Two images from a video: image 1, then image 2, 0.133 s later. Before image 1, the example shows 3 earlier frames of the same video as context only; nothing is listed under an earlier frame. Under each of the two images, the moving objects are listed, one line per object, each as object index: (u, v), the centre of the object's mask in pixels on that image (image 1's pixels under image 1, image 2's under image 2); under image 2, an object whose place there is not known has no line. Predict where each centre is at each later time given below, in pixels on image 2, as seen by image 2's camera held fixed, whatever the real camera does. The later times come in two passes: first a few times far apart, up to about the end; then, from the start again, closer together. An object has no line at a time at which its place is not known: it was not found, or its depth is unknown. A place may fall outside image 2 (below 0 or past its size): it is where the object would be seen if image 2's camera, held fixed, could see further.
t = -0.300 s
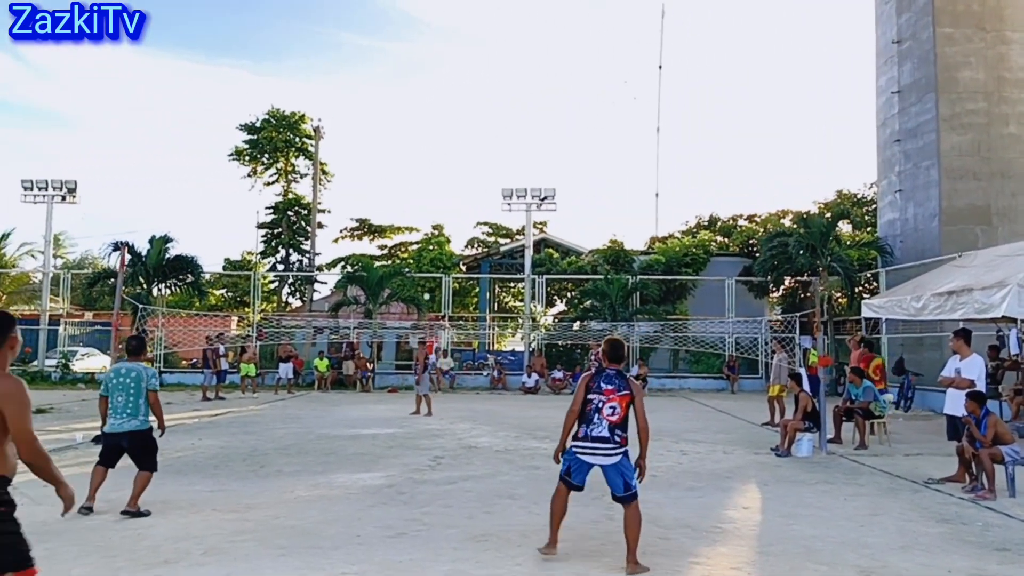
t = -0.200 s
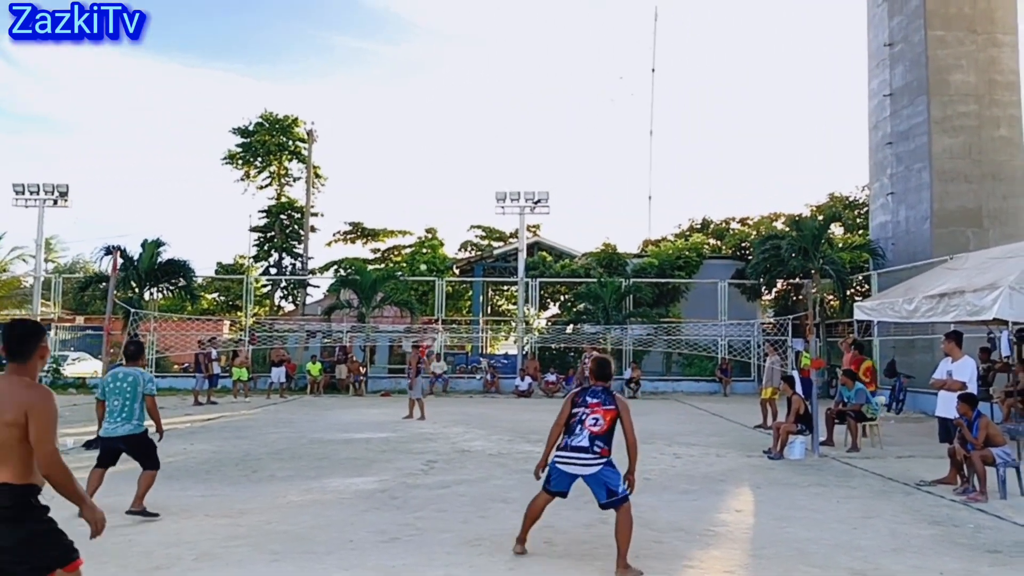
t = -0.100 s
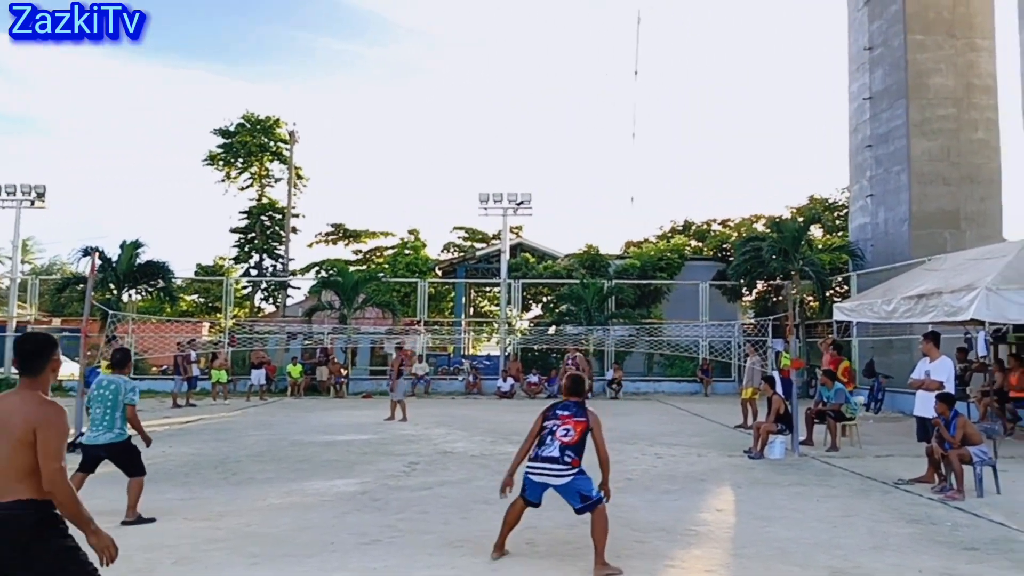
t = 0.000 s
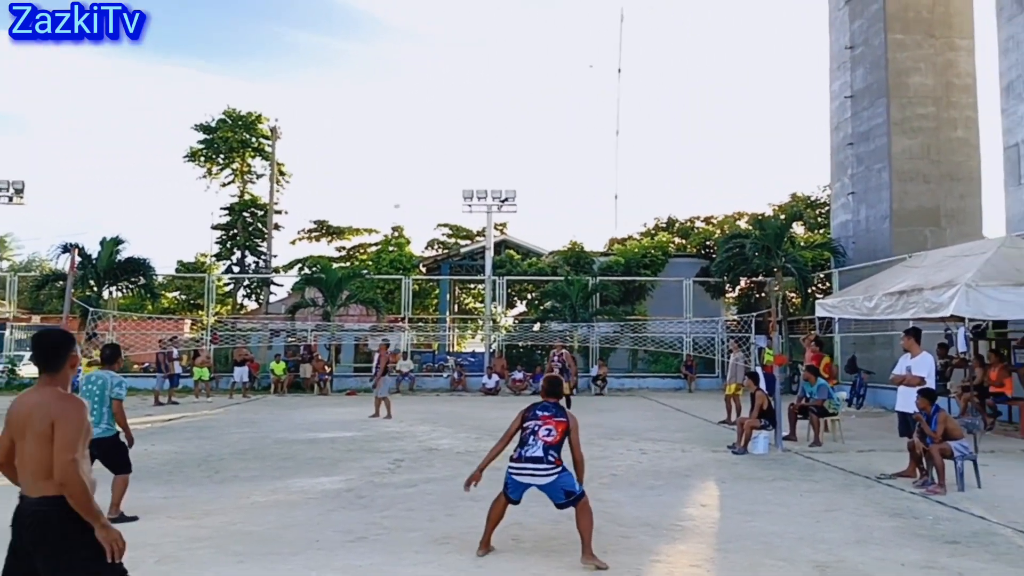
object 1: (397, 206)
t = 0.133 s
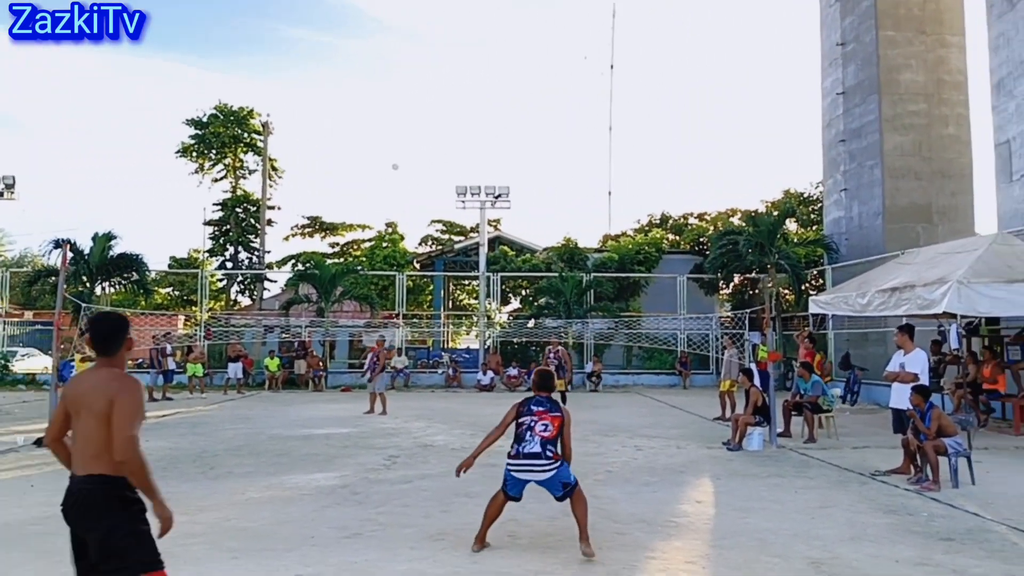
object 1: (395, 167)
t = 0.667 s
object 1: (419, 97)
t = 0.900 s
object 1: (435, 140)
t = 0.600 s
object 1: (415, 96)
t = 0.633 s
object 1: (417, 96)
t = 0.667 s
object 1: (419, 97)
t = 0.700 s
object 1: (421, 99)
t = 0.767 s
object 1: (426, 106)
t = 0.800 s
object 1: (428, 112)
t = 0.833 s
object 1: (430, 119)
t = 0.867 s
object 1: (433, 129)
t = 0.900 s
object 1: (435, 140)
